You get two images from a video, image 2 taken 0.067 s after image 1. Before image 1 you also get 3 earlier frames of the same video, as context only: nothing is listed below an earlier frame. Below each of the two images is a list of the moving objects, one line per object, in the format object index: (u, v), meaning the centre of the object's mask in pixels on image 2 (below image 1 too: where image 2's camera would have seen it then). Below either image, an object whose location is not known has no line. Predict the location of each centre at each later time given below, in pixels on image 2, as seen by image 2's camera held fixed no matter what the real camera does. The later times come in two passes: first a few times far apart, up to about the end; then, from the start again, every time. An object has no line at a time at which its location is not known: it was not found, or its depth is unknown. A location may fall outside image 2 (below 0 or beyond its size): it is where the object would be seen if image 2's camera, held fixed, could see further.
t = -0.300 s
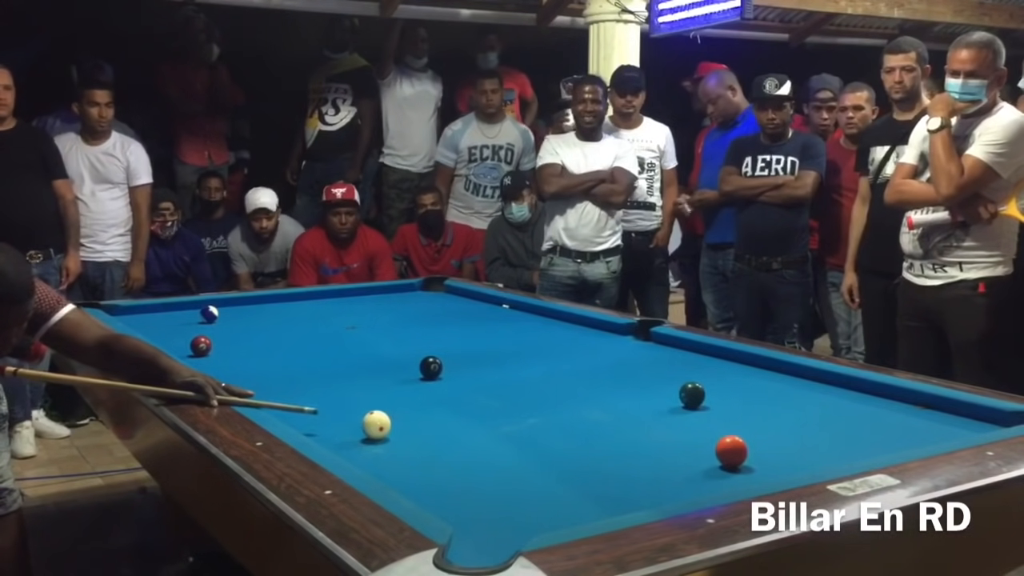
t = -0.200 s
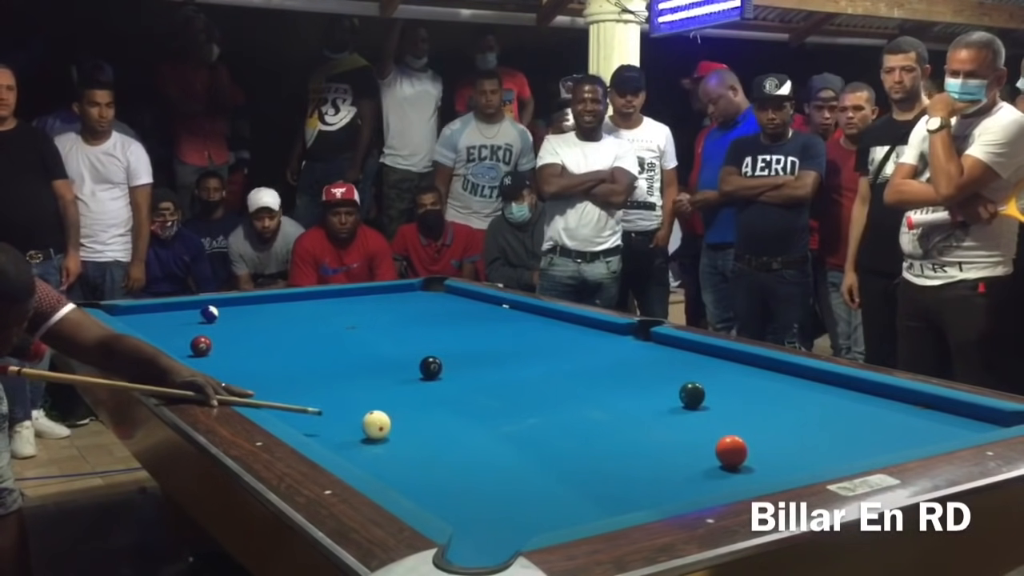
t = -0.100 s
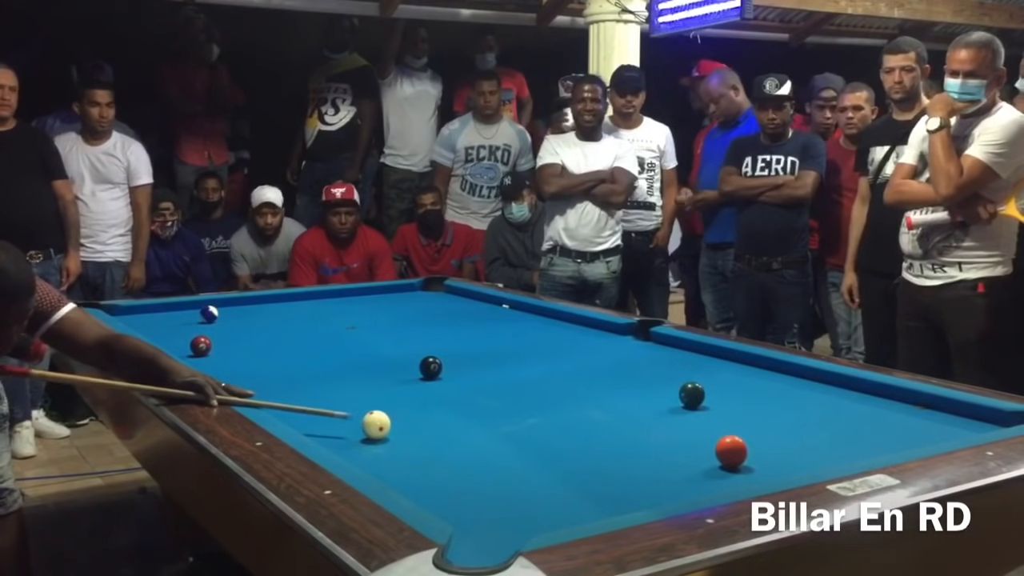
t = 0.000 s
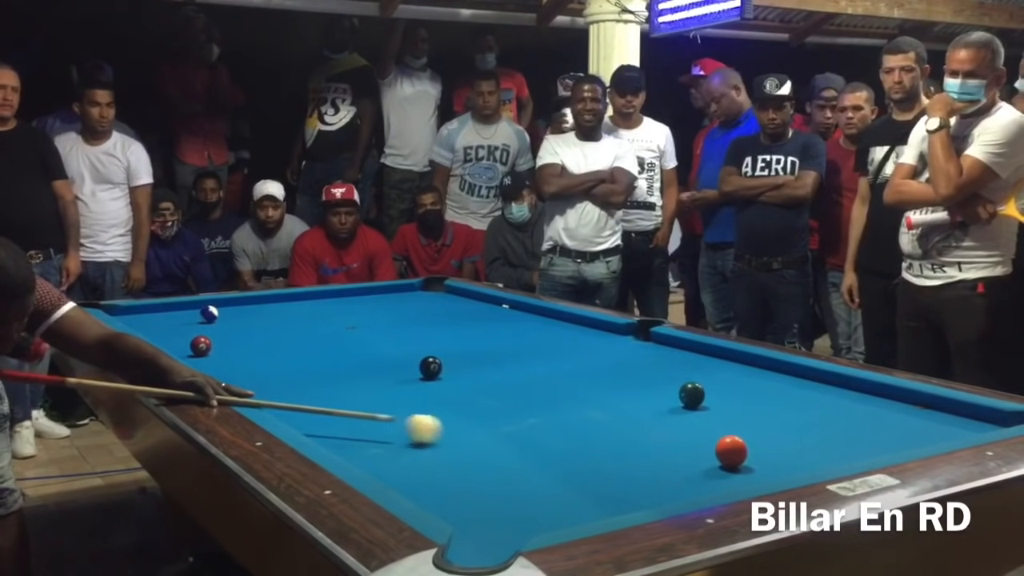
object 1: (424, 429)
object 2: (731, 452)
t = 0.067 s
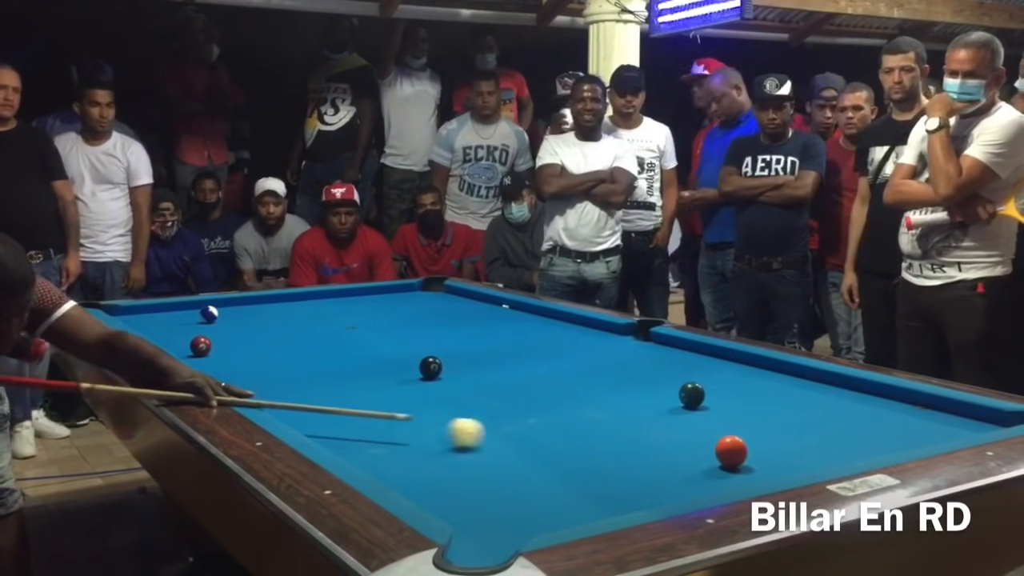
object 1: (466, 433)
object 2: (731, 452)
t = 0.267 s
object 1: (597, 444)
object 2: (731, 452)
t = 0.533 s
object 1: (745, 467)
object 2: (770, 446)
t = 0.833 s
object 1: (735, 460)
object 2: (850, 438)
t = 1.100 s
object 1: (683, 440)
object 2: (914, 430)
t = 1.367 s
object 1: (639, 423)
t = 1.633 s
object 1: (601, 408)
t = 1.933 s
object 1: (566, 395)
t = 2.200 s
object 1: (539, 384)
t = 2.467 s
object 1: (515, 375)
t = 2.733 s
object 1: (495, 367)
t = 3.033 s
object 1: (475, 359)
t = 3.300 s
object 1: (460, 354)
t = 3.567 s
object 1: (446, 348)
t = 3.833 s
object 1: (433, 343)
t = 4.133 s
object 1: (422, 339)
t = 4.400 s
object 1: (413, 335)
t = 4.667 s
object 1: (405, 332)
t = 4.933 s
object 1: (398, 329)
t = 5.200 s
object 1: (393, 327)
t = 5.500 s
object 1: (388, 325)
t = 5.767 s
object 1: (385, 323)
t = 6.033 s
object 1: (382, 322)
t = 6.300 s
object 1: (380, 321)
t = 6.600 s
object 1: (379, 321)
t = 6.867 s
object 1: (378, 320)
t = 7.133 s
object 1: (378, 320)
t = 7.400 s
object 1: (378, 320)
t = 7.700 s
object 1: (378, 320)
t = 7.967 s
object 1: (378, 320)
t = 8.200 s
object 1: (378, 321)
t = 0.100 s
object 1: (488, 435)
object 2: (731, 452)
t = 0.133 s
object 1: (509, 436)
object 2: (731, 452)
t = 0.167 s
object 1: (530, 438)
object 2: (731, 452)
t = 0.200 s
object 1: (552, 441)
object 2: (731, 452)
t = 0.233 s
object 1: (575, 442)
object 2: (731, 452)
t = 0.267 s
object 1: (597, 444)
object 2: (731, 452)
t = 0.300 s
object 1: (620, 446)
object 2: (731, 452)
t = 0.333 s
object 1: (643, 449)
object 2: (731, 452)
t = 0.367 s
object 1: (666, 451)
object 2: (731, 452)
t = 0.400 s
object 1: (690, 453)
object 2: (731, 451)
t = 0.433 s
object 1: (708, 456)
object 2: (738, 450)
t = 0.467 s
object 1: (719, 460)
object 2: (750, 449)
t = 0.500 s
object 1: (732, 464)
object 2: (760, 448)
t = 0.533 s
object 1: (745, 467)
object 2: (770, 446)
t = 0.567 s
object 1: (758, 469)
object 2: (779, 446)
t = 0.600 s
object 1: (771, 469)
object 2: (788, 445)
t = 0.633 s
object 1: (780, 470)
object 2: (798, 443)
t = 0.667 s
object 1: (772, 469)
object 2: (806, 443)
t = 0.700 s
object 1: (765, 469)
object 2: (815, 442)
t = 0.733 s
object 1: (757, 468)
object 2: (824, 441)
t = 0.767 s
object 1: (749, 467)
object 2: (833, 440)
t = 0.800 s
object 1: (742, 463)
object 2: (842, 439)
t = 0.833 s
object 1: (735, 460)
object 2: (850, 438)
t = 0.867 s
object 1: (728, 457)
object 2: (858, 436)
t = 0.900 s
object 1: (721, 455)
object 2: (867, 435)
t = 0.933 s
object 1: (714, 452)
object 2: (875, 435)
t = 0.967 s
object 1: (707, 449)
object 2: (883, 433)
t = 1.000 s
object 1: (701, 447)
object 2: (891, 432)
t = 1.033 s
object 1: (695, 444)
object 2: (898, 432)
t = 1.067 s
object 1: (689, 442)
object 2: (906, 431)
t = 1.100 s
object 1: (683, 440)
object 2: (914, 430)
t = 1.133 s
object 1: (677, 438)
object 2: (921, 429)
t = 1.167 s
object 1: (671, 436)
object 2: (929, 428)
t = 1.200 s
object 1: (665, 434)
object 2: (936, 427)
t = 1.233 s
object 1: (660, 432)
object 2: (943, 427)
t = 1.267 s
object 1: (654, 429)
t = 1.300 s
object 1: (649, 427)
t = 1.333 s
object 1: (644, 425)
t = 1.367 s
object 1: (639, 423)
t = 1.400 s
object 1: (634, 421)
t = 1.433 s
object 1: (629, 419)
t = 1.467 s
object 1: (624, 417)
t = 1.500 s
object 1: (619, 415)
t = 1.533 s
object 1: (614, 413)
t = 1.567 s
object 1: (610, 412)
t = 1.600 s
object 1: (605, 410)
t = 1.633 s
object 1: (601, 408)
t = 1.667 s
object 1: (597, 407)
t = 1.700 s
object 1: (593, 405)
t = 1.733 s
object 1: (589, 403)
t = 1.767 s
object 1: (585, 402)
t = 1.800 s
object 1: (581, 401)
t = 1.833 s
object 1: (577, 399)
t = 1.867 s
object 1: (573, 398)
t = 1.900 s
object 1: (569, 396)
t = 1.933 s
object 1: (566, 395)
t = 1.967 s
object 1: (562, 393)
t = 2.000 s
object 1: (559, 392)
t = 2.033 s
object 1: (555, 391)
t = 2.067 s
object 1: (552, 389)
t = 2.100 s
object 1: (549, 388)
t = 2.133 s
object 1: (545, 386)
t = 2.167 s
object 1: (542, 385)
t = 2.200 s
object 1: (539, 384)
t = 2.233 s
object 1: (536, 383)
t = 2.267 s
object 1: (533, 382)
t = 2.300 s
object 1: (530, 381)
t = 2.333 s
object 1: (527, 380)
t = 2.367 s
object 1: (524, 379)
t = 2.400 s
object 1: (521, 377)
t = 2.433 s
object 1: (518, 376)
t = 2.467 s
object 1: (515, 375)
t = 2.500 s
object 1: (512, 374)
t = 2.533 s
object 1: (510, 373)
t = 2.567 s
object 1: (507, 372)
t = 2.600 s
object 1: (505, 371)
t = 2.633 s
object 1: (502, 370)
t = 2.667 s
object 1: (500, 369)
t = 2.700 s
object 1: (498, 368)
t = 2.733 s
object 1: (495, 367)
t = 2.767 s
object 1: (492, 366)
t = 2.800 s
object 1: (490, 365)
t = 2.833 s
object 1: (488, 364)
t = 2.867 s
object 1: (486, 364)
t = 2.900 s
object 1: (484, 363)
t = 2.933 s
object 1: (482, 362)
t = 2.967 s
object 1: (480, 361)
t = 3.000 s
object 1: (478, 360)
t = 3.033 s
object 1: (475, 359)
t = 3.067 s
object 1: (473, 358)
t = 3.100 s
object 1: (471, 358)
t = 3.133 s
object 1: (469, 357)
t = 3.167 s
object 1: (468, 356)
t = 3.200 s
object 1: (466, 356)
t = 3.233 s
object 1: (464, 355)
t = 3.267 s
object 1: (462, 354)
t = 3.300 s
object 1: (460, 354)
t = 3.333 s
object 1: (458, 353)
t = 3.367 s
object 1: (456, 352)
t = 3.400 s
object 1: (455, 351)
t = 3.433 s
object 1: (453, 350)
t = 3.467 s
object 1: (451, 350)
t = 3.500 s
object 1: (449, 349)
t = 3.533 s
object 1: (448, 349)
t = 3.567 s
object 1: (446, 348)
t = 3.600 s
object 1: (445, 347)
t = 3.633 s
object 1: (443, 347)
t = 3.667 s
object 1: (442, 346)
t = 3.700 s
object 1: (440, 346)
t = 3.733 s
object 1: (438, 345)
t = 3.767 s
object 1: (436, 344)
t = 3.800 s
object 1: (435, 344)
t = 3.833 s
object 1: (433, 343)
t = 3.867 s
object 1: (432, 343)
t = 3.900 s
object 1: (431, 342)
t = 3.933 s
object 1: (429, 342)
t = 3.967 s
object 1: (428, 341)
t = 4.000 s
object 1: (427, 341)
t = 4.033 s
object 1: (425, 340)
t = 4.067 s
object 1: (424, 340)
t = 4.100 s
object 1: (423, 339)
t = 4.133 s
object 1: (422, 339)
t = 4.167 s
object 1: (420, 338)
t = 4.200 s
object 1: (419, 337)
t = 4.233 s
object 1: (418, 337)
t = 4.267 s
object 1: (417, 337)
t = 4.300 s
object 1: (416, 336)
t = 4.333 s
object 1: (415, 336)
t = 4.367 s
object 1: (414, 336)
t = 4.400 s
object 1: (413, 335)
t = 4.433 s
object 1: (412, 335)
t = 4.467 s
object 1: (411, 334)
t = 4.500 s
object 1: (410, 334)
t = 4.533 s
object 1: (408, 334)
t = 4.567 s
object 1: (408, 333)
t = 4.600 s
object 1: (407, 333)
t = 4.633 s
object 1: (406, 332)
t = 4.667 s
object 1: (405, 332)
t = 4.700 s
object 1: (404, 332)
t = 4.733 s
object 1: (403, 331)
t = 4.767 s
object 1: (402, 331)
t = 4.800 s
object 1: (401, 331)
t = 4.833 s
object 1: (400, 330)
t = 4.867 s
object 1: (399, 330)
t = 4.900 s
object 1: (399, 330)
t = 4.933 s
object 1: (398, 329)
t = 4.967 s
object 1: (397, 329)
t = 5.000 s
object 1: (396, 329)
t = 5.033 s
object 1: (396, 328)
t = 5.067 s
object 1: (395, 328)
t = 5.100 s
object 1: (394, 328)
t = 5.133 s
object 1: (394, 328)
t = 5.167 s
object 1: (393, 327)
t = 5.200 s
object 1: (393, 327)
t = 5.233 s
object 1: (392, 327)
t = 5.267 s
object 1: (391, 326)
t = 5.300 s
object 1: (391, 326)
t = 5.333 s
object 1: (391, 326)
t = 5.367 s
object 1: (390, 325)
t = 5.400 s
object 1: (389, 325)
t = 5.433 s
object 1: (389, 325)
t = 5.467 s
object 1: (388, 325)
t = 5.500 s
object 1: (388, 325)
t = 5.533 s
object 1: (387, 324)
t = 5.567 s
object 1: (387, 324)
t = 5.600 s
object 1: (387, 324)
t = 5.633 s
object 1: (386, 324)
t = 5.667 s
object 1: (386, 324)
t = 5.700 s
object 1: (386, 323)
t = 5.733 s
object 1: (385, 323)
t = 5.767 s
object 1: (385, 323)
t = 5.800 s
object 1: (384, 323)
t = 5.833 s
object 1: (384, 323)
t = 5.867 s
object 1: (384, 323)
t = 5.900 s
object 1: (383, 322)
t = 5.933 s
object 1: (383, 322)
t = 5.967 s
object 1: (383, 322)
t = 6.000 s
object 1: (383, 322)
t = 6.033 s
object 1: (382, 322)
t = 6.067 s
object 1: (382, 322)
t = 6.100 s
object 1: (382, 322)
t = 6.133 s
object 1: (381, 322)
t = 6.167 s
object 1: (381, 321)
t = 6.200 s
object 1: (381, 321)
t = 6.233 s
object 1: (381, 321)
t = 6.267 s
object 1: (380, 321)
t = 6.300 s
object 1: (380, 321)
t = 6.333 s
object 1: (380, 321)
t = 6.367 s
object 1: (380, 321)
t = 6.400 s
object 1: (380, 321)
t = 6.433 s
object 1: (379, 321)
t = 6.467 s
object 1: (379, 321)
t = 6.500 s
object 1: (379, 321)
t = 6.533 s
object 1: (379, 321)
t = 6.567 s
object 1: (379, 320)
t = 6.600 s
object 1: (379, 321)
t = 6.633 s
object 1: (379, 320)
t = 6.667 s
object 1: (379, 320)
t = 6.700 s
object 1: (379, 320)
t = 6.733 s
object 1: (378, 320)
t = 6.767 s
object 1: (378, 320)
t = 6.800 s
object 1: (378, 320)
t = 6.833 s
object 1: (378, 320)
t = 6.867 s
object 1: (378, 320)
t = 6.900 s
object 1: (378, 320)
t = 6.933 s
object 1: (378, 320)
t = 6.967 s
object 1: (378, 320)
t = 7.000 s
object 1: (378, 320)
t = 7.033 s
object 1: (378, 320)
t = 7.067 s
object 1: (378, 320)
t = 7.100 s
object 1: (378, 320)
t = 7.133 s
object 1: (378, 320)
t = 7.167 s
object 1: (378, 320)
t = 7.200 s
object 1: (378, 320)
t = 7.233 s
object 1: (378, 320)
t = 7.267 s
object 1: (378, 320)
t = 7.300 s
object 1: (378, 320)
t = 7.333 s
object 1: (378, 320)
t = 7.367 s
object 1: (378, 320)
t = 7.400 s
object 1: (378, 320)
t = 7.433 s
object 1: (378, 320)
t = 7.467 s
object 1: (378, 320)
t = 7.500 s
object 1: (378, 320)
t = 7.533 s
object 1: (378, 320)
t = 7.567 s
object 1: (378, 320)
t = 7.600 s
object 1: (378, 320)
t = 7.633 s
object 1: (378, 320)
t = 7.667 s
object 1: (378, 320)
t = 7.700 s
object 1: (378, 320)
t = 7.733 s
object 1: (378, 320)
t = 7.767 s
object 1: (378, 320)
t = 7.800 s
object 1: (378, 320)
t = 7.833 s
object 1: (378, 320)
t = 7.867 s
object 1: (378, 320)
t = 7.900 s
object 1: (378, 320)
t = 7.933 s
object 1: (378, 320)
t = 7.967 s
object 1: (378, 320)
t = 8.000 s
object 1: (379, 320)
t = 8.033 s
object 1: (379, 320)
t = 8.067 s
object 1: (378, 321)
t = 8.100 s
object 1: (378, 321)
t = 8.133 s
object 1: (378, 321)
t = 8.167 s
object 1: (378, 321)
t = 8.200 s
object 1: (378, 321)
